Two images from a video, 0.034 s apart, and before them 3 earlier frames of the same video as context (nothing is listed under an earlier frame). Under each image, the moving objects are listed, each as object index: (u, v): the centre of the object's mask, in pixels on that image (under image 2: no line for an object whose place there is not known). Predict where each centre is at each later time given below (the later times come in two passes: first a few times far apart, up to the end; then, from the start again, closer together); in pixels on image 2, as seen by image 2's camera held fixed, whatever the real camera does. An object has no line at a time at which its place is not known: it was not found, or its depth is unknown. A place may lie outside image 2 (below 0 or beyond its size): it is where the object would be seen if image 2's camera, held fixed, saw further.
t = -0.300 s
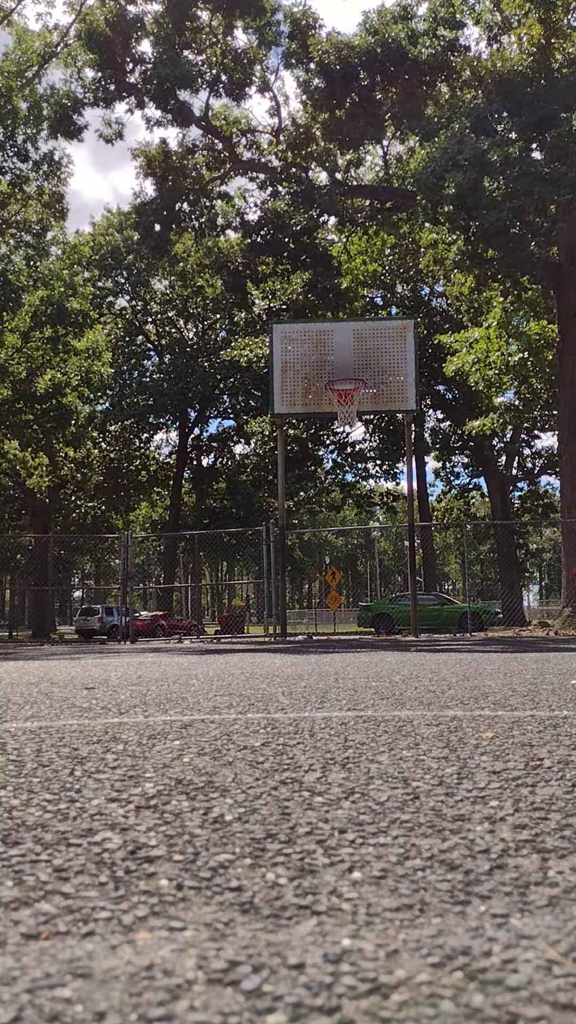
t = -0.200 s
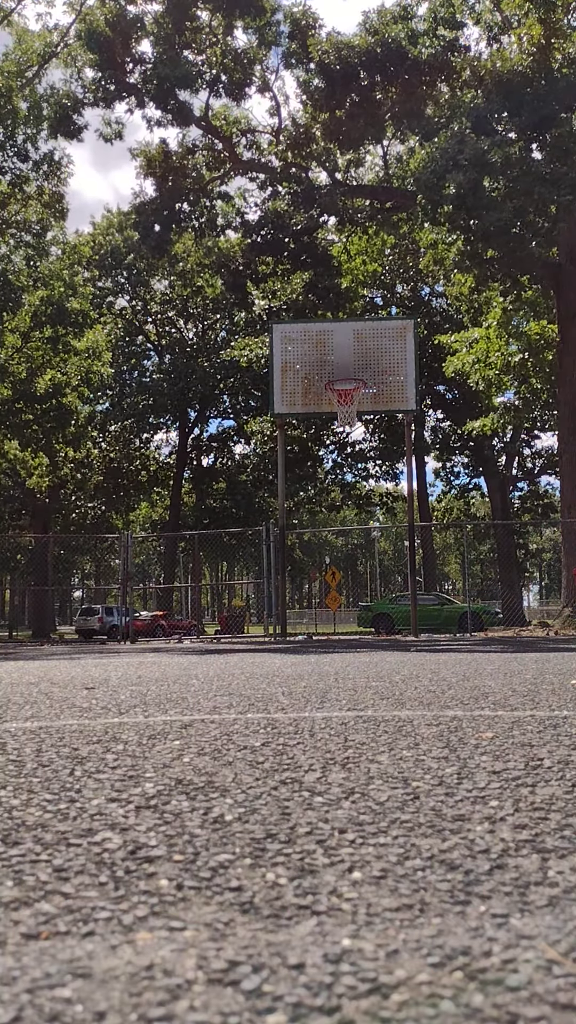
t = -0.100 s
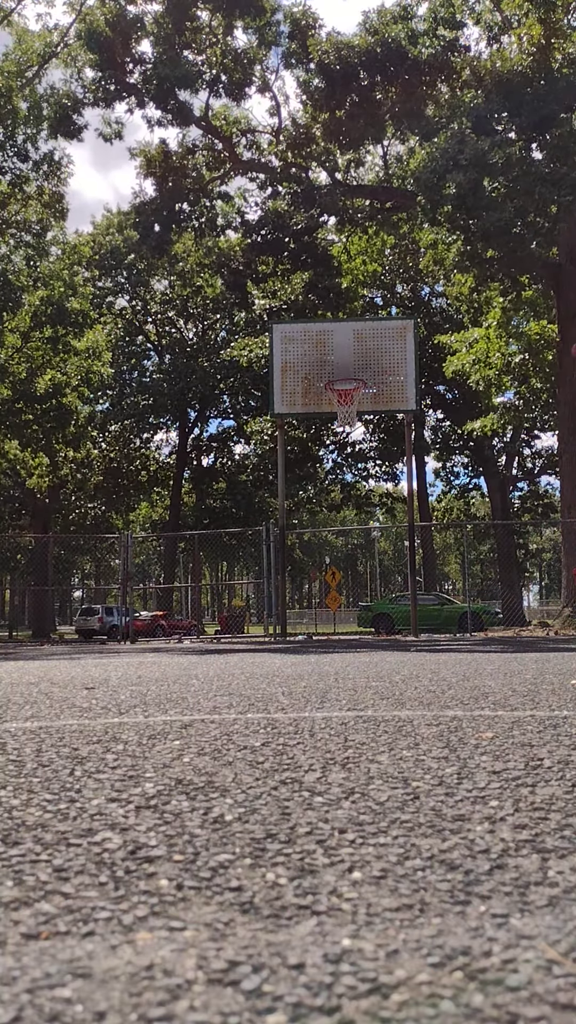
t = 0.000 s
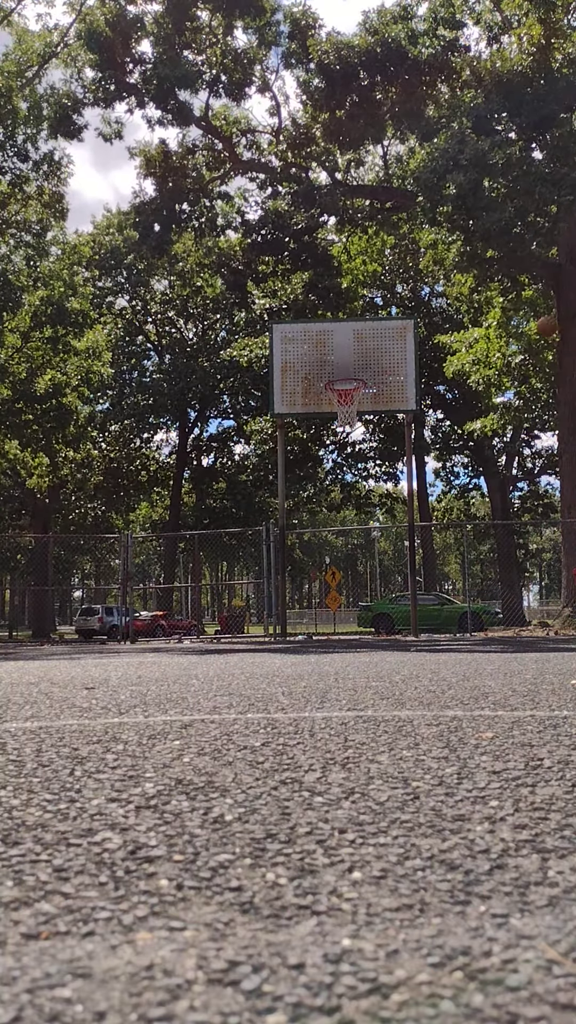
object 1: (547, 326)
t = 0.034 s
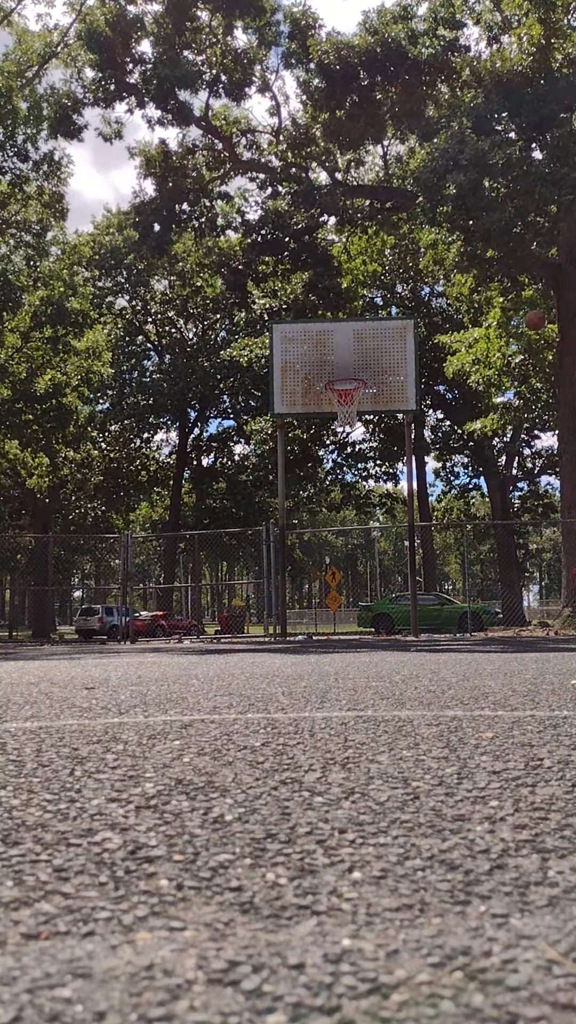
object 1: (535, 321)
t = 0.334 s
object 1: (433, 308)
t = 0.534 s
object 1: (368, 338)
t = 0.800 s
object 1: (317, 358)
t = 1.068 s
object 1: (295, 363)
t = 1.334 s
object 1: (282, 401)
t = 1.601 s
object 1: (272, 494)
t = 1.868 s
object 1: (261, 627)
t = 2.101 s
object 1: (243, 522)
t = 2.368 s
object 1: (227, 459)
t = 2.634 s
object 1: (211, 451)
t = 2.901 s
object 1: (194, 506)
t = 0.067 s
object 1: (523, 315)
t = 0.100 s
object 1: (512, 311)
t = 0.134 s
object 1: (500, 308)
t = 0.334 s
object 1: (433, 308)
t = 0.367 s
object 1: (422, 310)
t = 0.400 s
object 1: (412, 314)
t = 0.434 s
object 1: (401, 319)
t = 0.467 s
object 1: (390, 324)
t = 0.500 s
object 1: (379, 331)
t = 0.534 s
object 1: (368, 338)
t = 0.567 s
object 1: (358, 347)
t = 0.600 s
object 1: (348, 356)
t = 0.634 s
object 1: (337, 366)
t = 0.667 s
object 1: (327, 375)
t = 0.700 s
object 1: (325, 371)
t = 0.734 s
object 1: (322, 366)
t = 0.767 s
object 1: (319, 361)
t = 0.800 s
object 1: (317, 358)
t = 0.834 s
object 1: (314, 355)
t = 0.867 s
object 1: (311, 354)
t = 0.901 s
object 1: (308, 352)
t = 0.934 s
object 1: (305, 353)
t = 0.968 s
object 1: (303, 354)
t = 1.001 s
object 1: (300, 356)
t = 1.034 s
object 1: (298, 359)
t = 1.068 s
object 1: (295, 363)
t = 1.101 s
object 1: (293, 365)
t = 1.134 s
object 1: (292, 368)
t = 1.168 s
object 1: (290, 371)
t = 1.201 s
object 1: (288, 375)
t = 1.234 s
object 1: (286, 380)
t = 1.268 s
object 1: (285, 386)
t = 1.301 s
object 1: (284, 393)
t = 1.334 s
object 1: (282, 401)
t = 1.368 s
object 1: (281, 409)
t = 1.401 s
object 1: (280, 418)
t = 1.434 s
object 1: (278, 428)
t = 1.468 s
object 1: (276, 440)
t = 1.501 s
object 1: (274, 452)
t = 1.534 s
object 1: (274, 465)
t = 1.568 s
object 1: (273, 479)
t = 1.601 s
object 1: (272, 494)
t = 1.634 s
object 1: (270, 510)
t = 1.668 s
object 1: (269, 526)
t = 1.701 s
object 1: (267, 544)
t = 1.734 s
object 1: (266, 562)
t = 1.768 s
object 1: (265, 583)
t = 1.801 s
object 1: (264, 604)
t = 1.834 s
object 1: (264, 625)
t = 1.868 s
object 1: (261, 627)
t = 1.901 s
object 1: (259, 610)
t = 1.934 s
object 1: (257, 593)
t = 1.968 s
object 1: (253, 576)
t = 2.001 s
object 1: (252, 562)
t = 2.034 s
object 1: (248, 547)
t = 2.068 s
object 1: (246, 535)
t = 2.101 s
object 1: (243, 522)
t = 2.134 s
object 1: (241, 511)
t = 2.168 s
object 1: (239, 502)
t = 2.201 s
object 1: (237, 493)
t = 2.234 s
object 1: (235, 485)
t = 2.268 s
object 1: (233, 477)
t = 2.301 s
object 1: (231, 472)
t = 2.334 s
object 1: (229, 467)
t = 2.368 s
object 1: (227, 459)
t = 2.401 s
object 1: (225, 455)
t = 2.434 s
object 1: (223, 451)
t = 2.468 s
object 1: (221, 449)
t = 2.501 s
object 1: (219, 448)
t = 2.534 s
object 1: (217, 448)
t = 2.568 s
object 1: (215, 448)
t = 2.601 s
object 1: (213, 449)
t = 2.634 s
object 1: (211, 451)
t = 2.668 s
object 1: (208, 455)
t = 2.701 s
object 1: (206, 459)
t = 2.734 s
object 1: (204, 465)
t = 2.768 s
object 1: (202, 471)
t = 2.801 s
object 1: (200, 477)
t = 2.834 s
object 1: (199, 487)
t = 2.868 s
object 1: (196, 495)
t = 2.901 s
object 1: (194, 506)
